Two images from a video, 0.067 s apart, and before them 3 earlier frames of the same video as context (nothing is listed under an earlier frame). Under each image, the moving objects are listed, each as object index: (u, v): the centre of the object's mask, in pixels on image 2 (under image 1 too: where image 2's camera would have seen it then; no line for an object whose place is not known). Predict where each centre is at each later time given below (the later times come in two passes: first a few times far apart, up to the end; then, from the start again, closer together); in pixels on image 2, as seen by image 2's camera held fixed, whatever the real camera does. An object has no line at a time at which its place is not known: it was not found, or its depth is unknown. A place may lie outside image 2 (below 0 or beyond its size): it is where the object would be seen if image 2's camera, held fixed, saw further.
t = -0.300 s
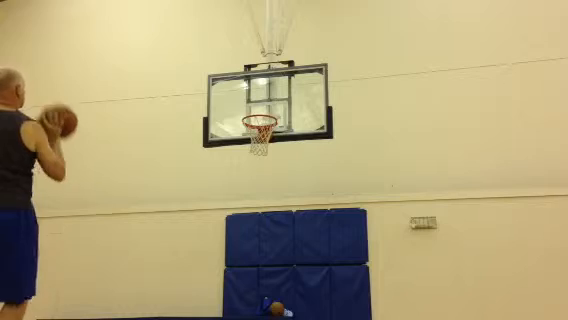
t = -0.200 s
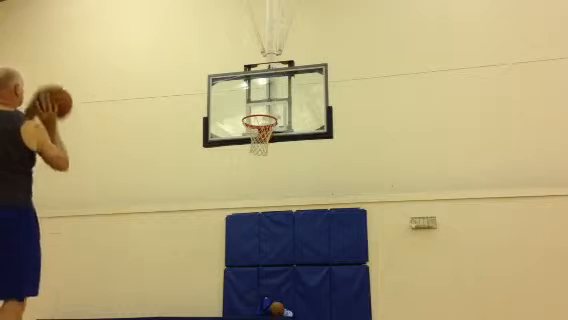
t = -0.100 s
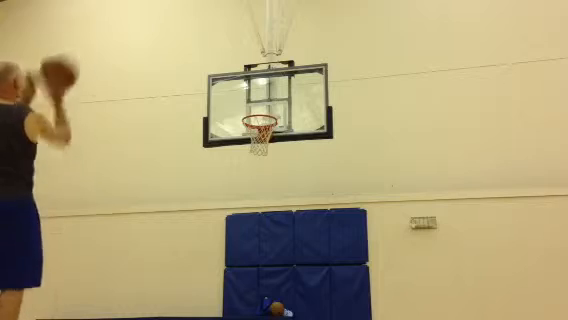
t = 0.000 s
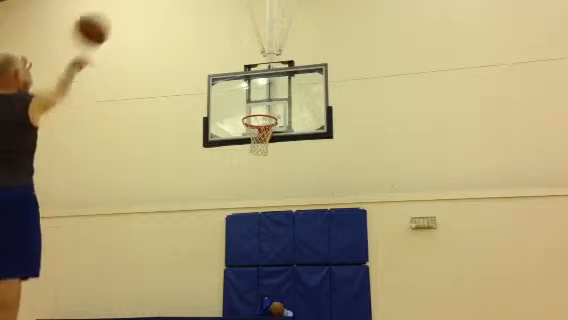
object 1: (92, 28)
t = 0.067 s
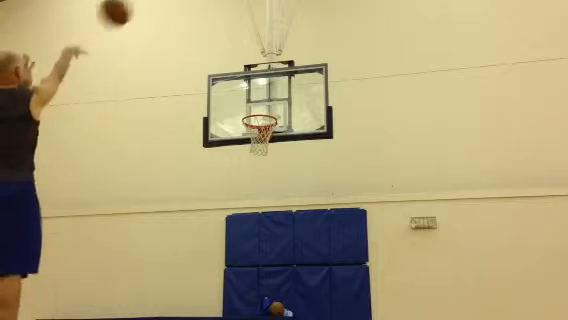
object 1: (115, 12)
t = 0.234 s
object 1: (163, 1)
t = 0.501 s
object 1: (213, 10)
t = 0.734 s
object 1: (243, 60)
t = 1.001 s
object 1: (265, 138)
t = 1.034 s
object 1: (265, 142)
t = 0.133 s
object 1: (137, 5)
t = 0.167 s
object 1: (146, 3)
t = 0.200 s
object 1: (155, 2)
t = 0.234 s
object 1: (163, 1)
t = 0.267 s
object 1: (170, 1)
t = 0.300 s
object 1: (177, 1)
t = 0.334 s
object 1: (184, 2)
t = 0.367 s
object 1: (191, 2)
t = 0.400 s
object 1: (197, 3)
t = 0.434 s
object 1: (202, 5)
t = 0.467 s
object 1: (208, 7)
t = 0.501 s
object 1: (213, 10)
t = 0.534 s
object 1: (218, 15)
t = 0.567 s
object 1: (223, 21)
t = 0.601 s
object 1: (227, 28)
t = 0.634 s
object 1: (232, 36)
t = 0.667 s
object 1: (236, 44)
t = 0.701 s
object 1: (240, 52)
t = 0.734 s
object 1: (243, 60)
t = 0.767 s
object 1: (247, 71)
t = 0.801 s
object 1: (251, 80)
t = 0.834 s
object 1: (255, 91)
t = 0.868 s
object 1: (259, 103)
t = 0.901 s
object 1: (263, 113)
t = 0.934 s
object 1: (267, 125)
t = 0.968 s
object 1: (265, 137)
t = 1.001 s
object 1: (265, 138)
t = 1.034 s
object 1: (265, 142)
